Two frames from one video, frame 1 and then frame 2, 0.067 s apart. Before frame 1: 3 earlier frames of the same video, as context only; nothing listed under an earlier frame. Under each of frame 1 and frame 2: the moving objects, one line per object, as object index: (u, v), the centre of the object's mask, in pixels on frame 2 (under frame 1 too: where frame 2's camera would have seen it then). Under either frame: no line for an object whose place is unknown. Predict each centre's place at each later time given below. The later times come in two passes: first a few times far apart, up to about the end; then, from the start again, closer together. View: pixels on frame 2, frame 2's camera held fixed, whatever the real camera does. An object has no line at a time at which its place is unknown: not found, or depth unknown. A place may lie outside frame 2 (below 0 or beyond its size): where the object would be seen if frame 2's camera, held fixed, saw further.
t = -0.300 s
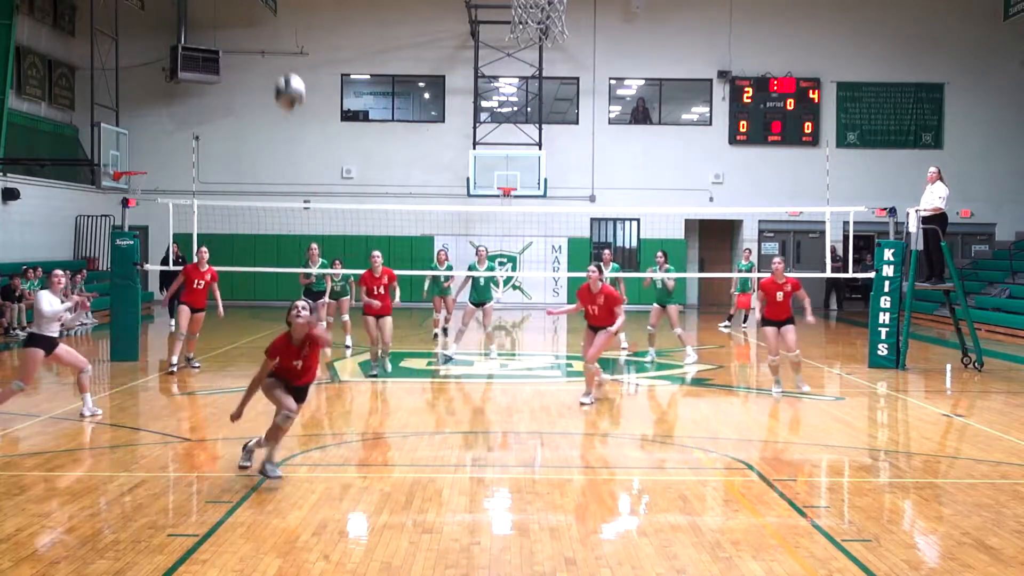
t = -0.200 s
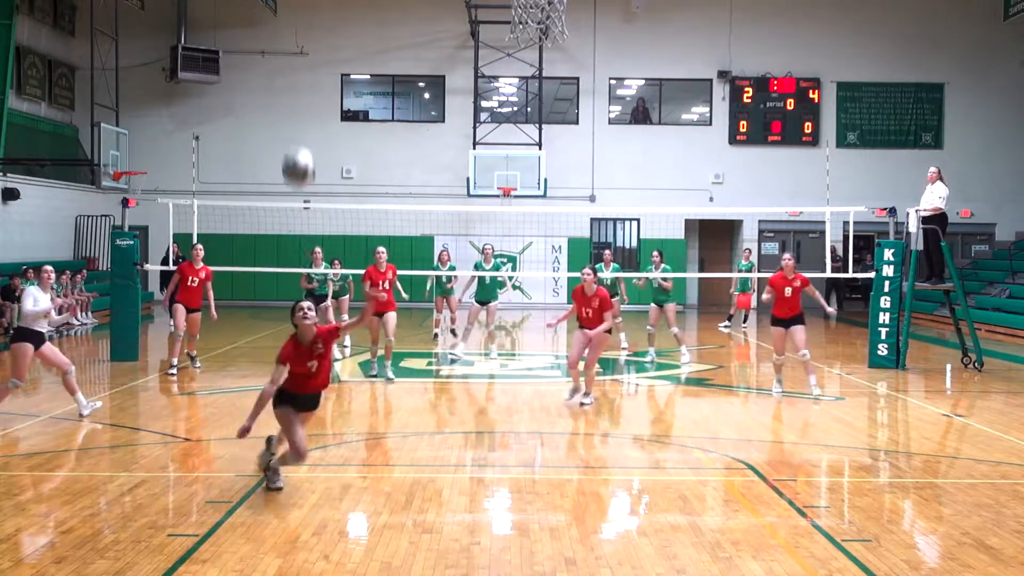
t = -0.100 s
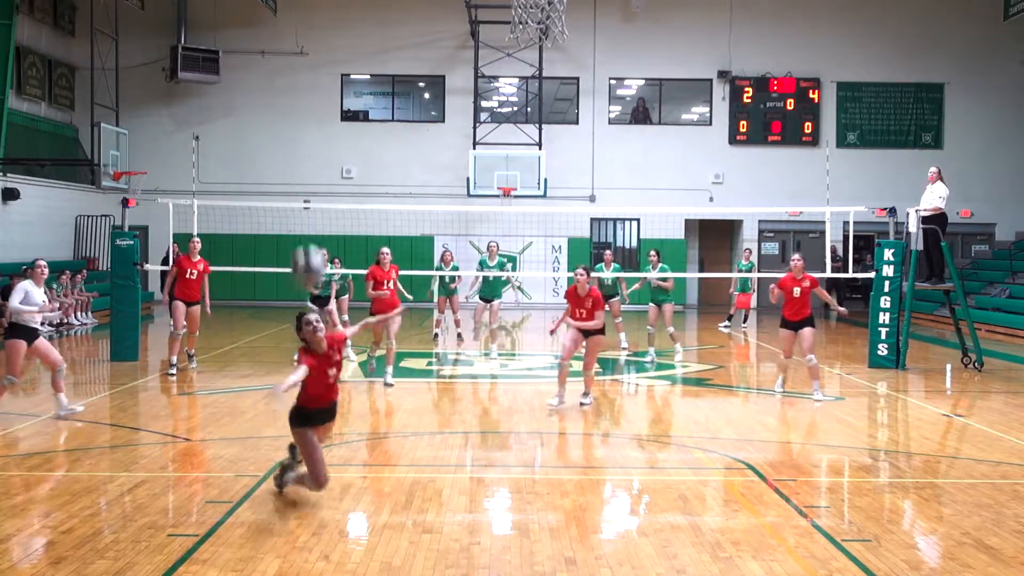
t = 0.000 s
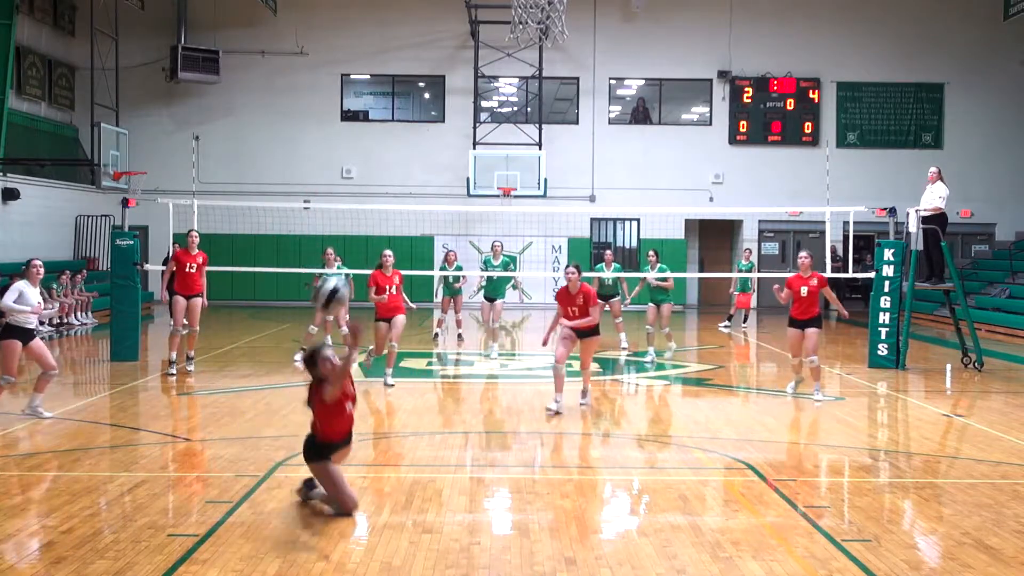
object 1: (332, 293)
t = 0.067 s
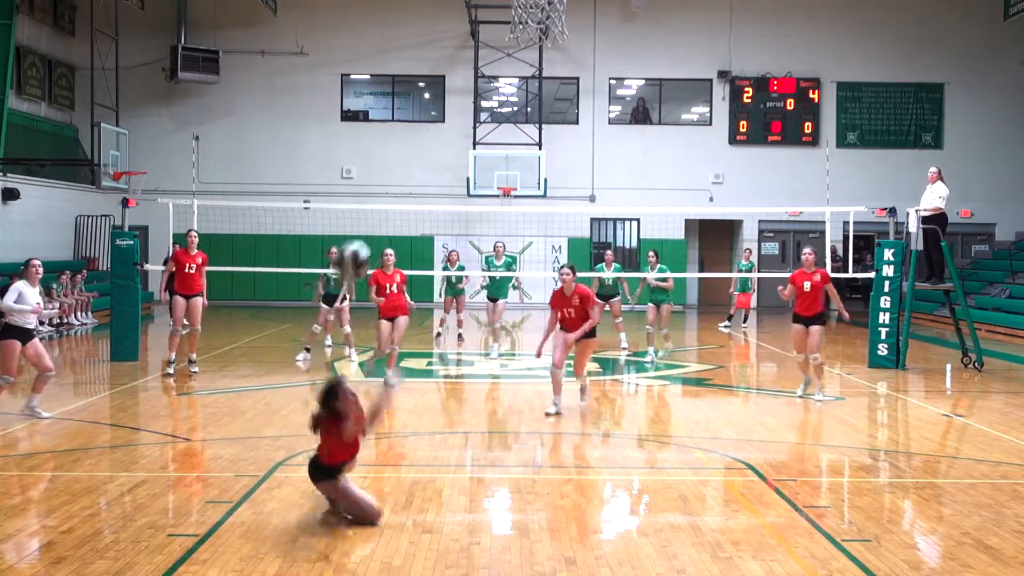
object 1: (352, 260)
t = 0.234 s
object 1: (411, 203)
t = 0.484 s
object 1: (511, 213)
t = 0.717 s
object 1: (626, 356)
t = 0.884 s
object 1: (721, 556)
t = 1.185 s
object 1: (837, 499)
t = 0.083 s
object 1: (359, 251)
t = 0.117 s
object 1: (369, 239)
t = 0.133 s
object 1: (375, 233)
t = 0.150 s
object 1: (381, 227)
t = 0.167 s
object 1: (386, 222)
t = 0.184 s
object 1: (393, 216)
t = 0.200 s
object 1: (399, 211)
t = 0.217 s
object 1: (405, 207)
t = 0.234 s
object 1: (411, 203)
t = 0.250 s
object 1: (417, 200)
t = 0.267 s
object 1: (424, 197)
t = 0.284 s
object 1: (429, 195)
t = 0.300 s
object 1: (435, 193)
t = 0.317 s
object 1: (442, 193)
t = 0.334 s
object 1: (448, 192)
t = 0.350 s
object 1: (456, 192)
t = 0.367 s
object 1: (462, 193)
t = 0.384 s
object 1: (469, 194)
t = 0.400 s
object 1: (475, 195)
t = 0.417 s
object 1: (482, 198)
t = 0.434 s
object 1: (489, 201)
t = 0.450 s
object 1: (497, 204)
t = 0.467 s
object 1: (503, 209)
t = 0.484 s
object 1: (511, 213)
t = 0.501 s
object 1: (518, 218)
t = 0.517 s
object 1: (526, 226)
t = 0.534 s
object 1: (533, 233)
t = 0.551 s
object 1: (541, 240)
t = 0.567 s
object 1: (548, 247)
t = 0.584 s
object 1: (557, 257)
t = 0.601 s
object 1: (564, 266)
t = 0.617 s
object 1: (574, 277)
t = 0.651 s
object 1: (593, 303)
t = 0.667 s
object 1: (599, 313)
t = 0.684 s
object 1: (607, 328)
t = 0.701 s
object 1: (617, 342)
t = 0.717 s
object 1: (626, 356)
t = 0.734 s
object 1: (635, 375)
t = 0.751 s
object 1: (645, 394)
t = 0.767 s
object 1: (654, 414)
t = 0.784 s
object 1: (663, 431)
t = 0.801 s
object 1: (673, 450)
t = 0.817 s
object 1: (681, 470)
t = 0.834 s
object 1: (690, 492)
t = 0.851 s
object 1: (701, 514)
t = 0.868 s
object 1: (713, 541)
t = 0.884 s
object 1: (721, 556)
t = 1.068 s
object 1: (802, 566)
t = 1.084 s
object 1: (806, 560)
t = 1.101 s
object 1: (811, 553)
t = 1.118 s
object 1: (816, 542)
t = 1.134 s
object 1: (822, 531)
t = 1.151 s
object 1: (827, 519)
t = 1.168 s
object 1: (832, 509)
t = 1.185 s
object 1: (837, 499)
